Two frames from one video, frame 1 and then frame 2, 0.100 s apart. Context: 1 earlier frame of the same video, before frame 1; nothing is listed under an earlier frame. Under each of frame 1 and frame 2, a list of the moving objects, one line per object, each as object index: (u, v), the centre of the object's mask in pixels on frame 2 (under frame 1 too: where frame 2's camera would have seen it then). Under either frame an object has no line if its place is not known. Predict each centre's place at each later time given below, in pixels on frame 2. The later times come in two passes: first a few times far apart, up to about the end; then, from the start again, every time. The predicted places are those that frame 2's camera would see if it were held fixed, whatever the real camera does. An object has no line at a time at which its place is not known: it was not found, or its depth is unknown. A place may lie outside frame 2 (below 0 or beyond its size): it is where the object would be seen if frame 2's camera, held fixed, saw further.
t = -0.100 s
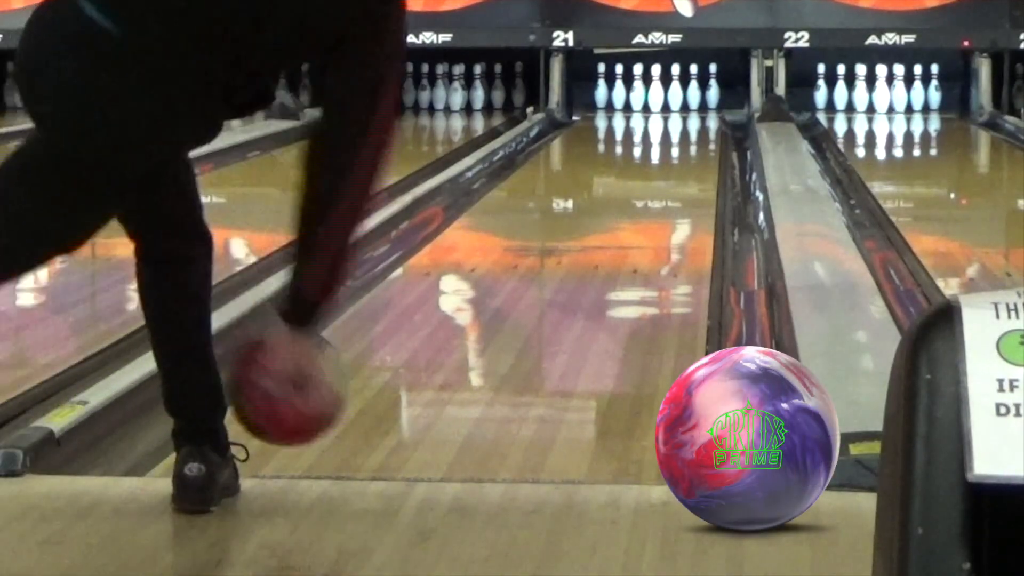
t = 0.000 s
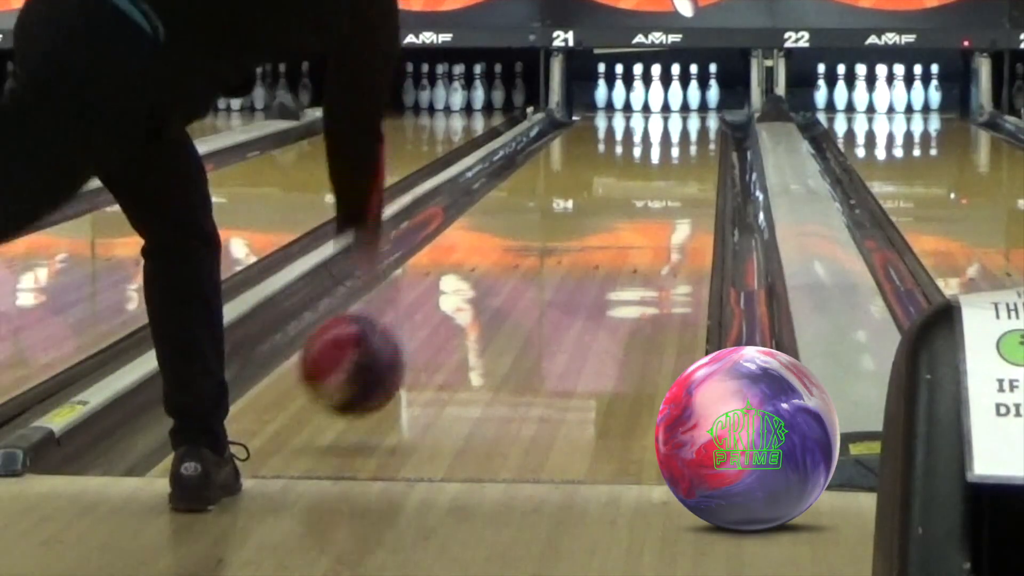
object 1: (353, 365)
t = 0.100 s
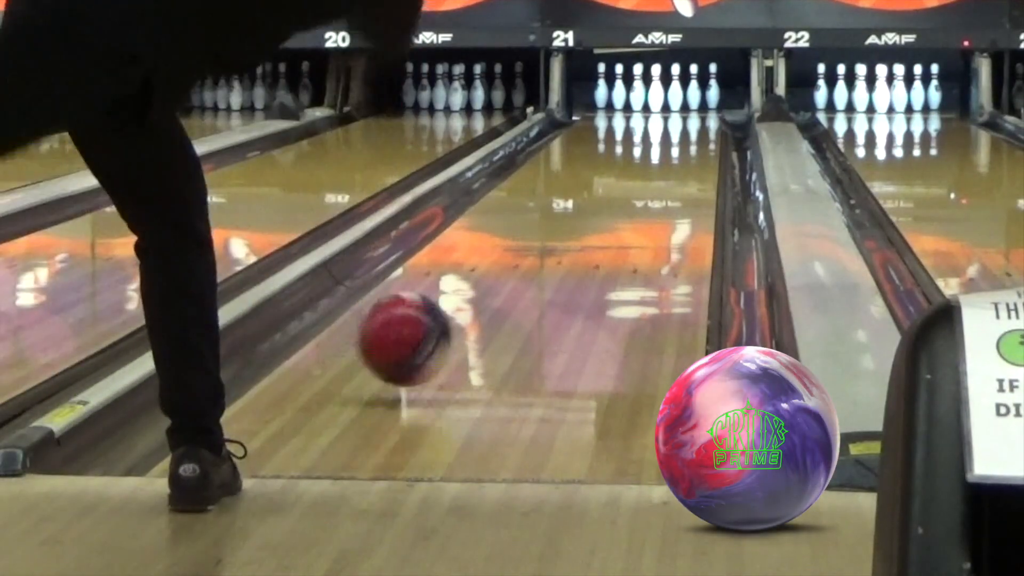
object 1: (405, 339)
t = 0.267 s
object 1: (471, 303)
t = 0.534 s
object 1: (542, 245)
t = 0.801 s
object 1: (589, 204)
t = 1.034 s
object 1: (617, 178)
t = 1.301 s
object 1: (641, 156)
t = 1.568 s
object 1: (658, 139)
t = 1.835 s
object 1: (670, 126)
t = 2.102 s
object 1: (673, 115)
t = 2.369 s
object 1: (669, 105)
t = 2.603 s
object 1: (658, 98)
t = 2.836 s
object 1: (647, 97)
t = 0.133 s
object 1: (421, 341)
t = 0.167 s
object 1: (433, 333)
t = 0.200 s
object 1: (447, 322)
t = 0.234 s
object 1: (459, 313)
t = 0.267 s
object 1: (471, 303)
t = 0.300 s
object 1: (481, 295)
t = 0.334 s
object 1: (492, 286)
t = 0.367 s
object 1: (501, 279)
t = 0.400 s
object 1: (510, 270)
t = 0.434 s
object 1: (519, 264)
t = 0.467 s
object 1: (527, 257)
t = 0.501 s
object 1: (535, 251)
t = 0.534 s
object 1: (542, 245)
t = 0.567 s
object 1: (548, 238)
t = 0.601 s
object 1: (555, 233)
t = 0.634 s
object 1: (561, 228)
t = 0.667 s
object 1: (568, 223)
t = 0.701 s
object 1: (573, 218)
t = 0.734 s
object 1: (578, 213)
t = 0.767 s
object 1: (583, 209)
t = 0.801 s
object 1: (589, 204)
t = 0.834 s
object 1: (593, 199)
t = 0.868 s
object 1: (598, 195)
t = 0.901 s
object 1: (602, 192)
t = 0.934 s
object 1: (606, 188)
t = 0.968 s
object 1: (610, 185)
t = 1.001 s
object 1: (614, 182)
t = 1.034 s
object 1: (617, 178)
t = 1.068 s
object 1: (620, 175)
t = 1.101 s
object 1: (624, 172)
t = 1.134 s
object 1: (627, 169)
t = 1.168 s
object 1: (630, 167)
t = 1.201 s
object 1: (633, 163)
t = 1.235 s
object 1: (636, 161)
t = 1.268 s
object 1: (639, 158)
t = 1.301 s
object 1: (641, 156)
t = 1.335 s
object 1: (643, 154)
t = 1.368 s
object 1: (646, 151)
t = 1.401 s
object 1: (649, 149)
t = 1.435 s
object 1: (651, 147)
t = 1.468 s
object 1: (653, 145)
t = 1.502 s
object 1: (654, 144)
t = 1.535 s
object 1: (657, 142)
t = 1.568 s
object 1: (658, 139)
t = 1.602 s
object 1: (660, 137)
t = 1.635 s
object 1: (662, 135)
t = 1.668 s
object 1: (663, 134)
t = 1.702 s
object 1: (665, 132)
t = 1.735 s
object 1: (667, 130)
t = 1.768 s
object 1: (668, 129)
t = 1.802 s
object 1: (669, 127)
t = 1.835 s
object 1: (670, 126)
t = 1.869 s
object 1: (671, 124)
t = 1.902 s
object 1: (672, 122)
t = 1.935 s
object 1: (673, 121)
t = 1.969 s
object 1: (673, 119)
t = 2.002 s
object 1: (673, 119)
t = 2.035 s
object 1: (673, 118)
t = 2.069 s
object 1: (673, 115)
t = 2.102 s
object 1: (673, 115)
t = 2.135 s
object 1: (674, 113)
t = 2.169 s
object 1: (673, 112)
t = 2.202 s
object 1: (672, 110)
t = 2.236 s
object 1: (672, 109)
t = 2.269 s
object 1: (672, 108)
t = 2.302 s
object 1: (671, 107)
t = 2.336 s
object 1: (670, 106)
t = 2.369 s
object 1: (669, 105)
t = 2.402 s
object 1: (669, 104)
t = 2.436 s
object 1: (667, 103)
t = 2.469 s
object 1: (665, 102)
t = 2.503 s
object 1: (664, 102)
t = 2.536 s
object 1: (662, 101)
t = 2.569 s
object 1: (660, 100)
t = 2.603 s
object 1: (658, 98)
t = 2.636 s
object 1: (659, 99)
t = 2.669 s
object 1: (659, 100)
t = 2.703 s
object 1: (656, 98)
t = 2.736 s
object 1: (653, 97)
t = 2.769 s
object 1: (652, 97)
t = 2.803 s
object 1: (648, 97)
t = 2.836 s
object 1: (647, 97)
